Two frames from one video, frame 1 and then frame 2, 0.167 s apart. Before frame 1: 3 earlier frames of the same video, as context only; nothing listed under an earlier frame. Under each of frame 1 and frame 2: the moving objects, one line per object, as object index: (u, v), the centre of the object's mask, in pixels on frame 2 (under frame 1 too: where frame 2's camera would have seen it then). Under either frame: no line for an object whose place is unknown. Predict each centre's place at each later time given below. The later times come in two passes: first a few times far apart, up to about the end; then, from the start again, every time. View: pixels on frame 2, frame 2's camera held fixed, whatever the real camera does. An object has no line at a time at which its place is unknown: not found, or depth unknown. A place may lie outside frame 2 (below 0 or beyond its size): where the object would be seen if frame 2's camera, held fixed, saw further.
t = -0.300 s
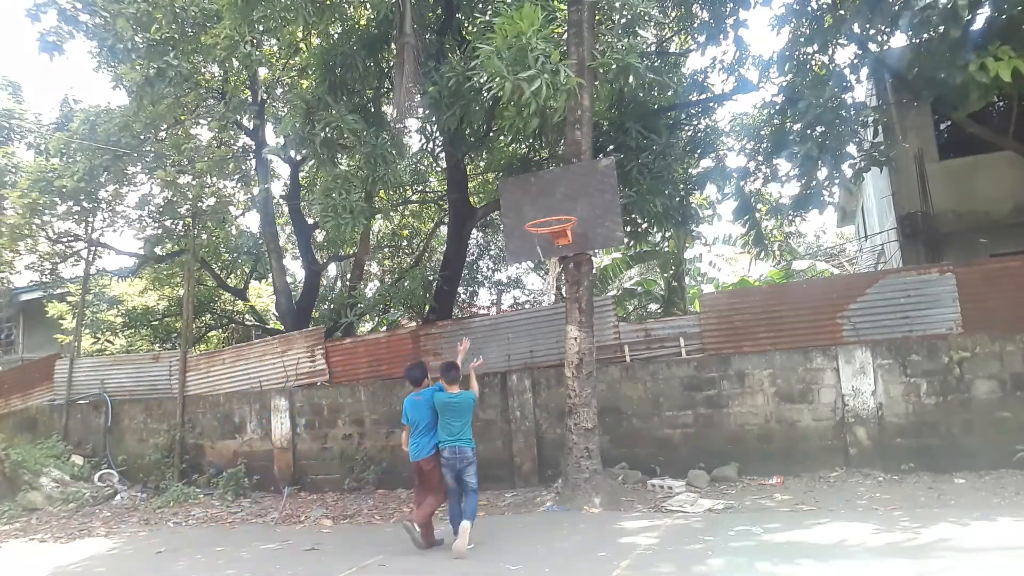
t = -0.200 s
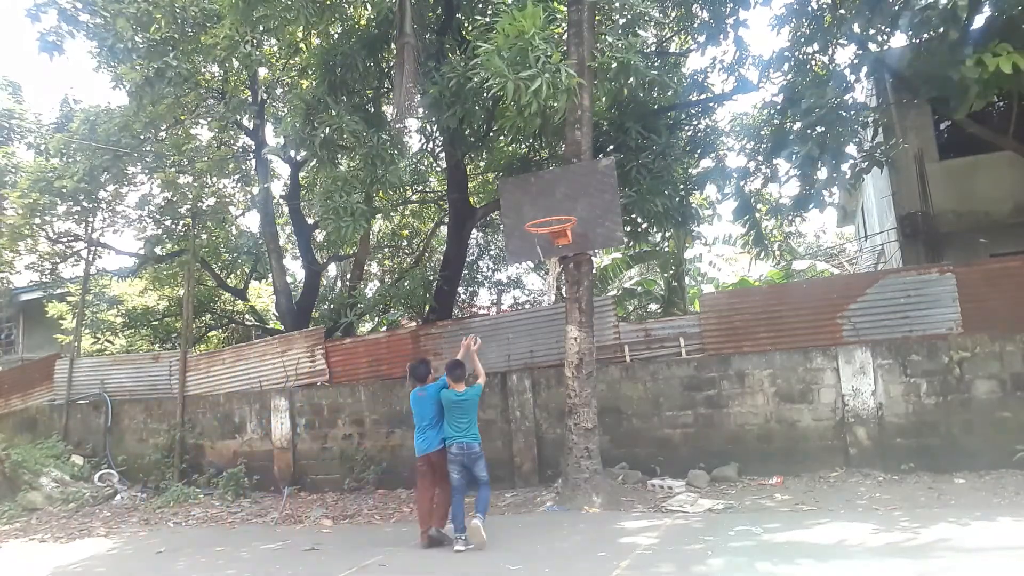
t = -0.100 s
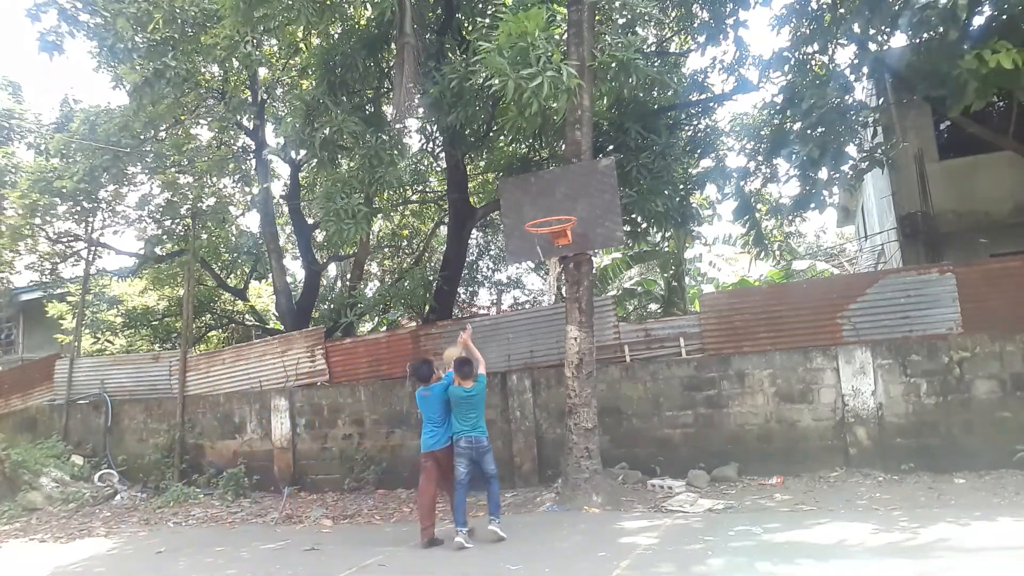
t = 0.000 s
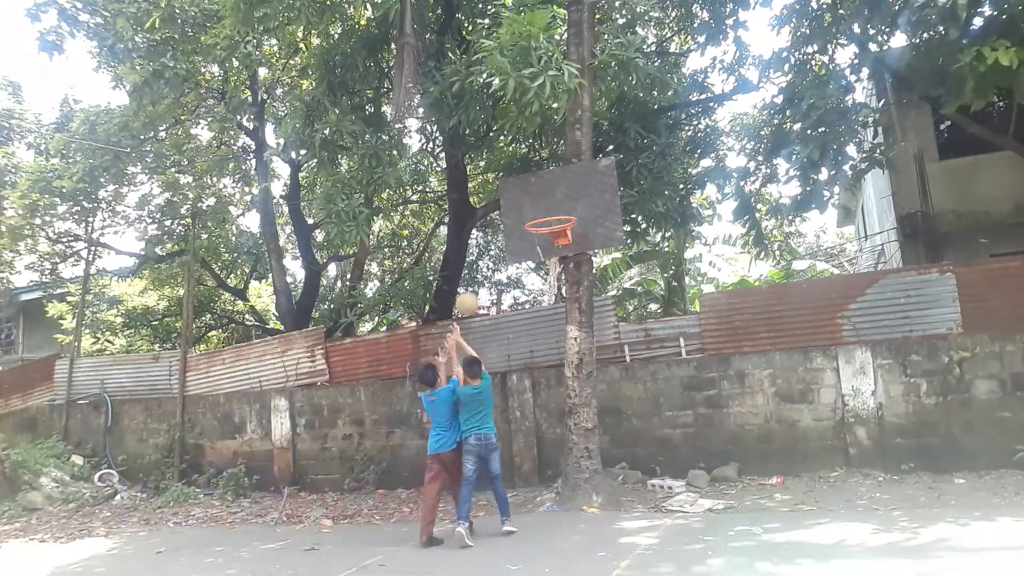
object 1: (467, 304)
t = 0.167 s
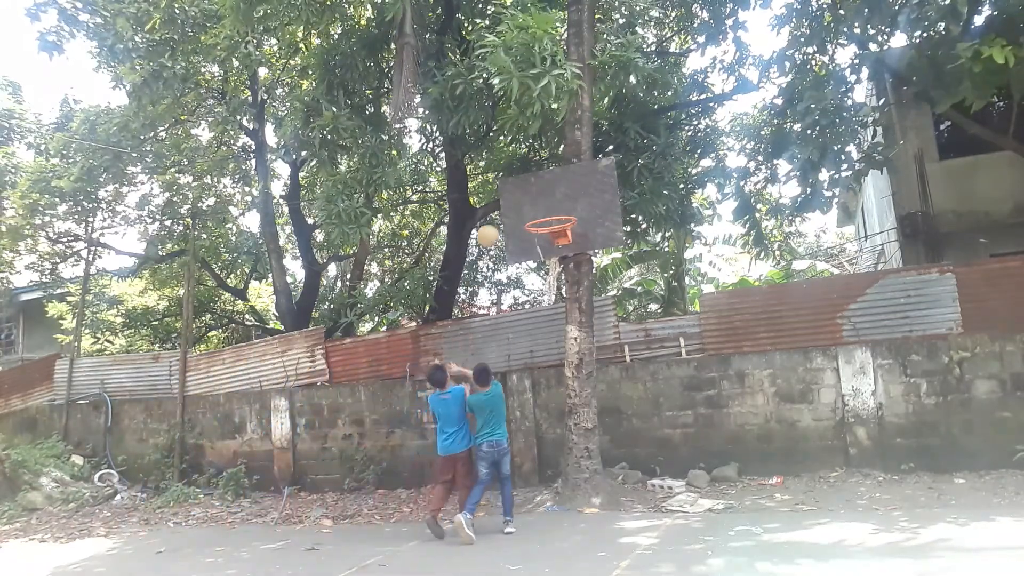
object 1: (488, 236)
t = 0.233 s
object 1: (496, 217)
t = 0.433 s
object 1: (522, 184)
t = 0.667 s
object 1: (554, 196)
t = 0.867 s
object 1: (549, 214)
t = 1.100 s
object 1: (552, 221)
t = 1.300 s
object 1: (575, 254)
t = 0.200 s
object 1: (491, 226)
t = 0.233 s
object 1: (496, 217)
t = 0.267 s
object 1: (500, 209)
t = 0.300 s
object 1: (505, 202)
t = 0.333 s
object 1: (509, 197)
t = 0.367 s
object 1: (513, 192)
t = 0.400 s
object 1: (518, 188)
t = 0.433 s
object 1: (522, 184)
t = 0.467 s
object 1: (527, 183)
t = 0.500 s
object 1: (531, 182)
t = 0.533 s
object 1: (536, 182)
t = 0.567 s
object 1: (540, 184)
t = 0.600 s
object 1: (545, 187)
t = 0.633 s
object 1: (549, 191)
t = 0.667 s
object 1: (554, 196)
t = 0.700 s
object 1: (559, 201)
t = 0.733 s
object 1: (564, 207)
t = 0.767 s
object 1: (567, 214)
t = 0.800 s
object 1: (560, 211)
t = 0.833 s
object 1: (555, 212)
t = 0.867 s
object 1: (549, 214)
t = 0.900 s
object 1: (543, 216)
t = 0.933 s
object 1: (537, 220)
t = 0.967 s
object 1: (536, 221)
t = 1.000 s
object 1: (540, 219)
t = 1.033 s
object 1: (543, 219)
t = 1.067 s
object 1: (547, 220)
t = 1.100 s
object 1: (552, 221)
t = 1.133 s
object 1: (555, 224)
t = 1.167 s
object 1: (559, 228)
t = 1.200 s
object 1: (563, 233)
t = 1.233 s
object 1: (567, 239)
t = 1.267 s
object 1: (571, 246)
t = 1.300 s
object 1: (575, 254)
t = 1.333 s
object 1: (580, 264)
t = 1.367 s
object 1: (584, 274)
